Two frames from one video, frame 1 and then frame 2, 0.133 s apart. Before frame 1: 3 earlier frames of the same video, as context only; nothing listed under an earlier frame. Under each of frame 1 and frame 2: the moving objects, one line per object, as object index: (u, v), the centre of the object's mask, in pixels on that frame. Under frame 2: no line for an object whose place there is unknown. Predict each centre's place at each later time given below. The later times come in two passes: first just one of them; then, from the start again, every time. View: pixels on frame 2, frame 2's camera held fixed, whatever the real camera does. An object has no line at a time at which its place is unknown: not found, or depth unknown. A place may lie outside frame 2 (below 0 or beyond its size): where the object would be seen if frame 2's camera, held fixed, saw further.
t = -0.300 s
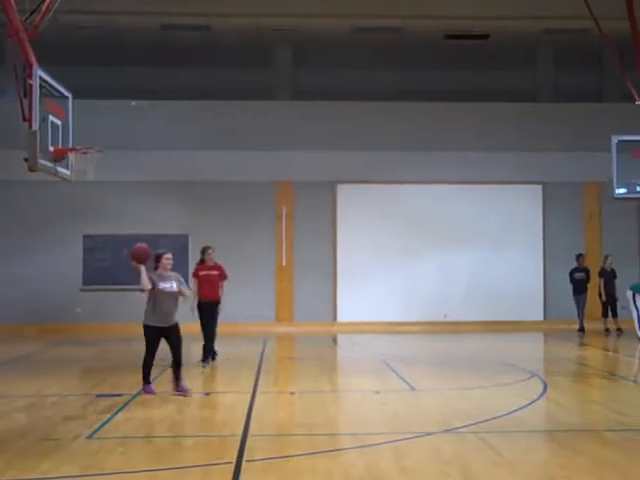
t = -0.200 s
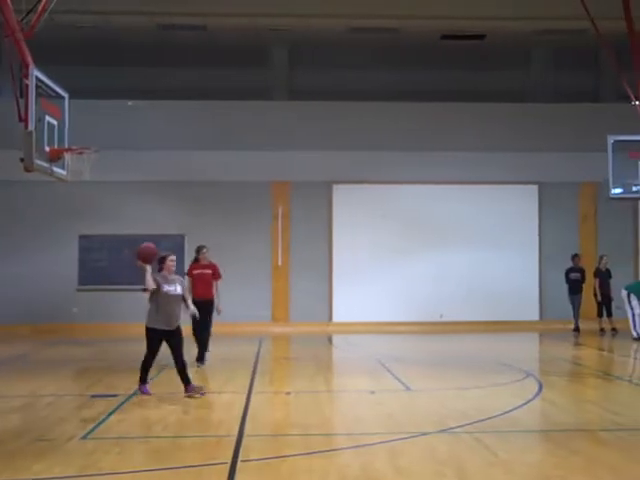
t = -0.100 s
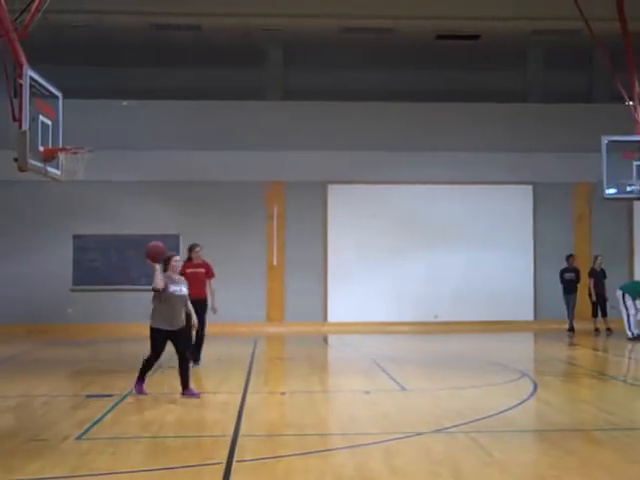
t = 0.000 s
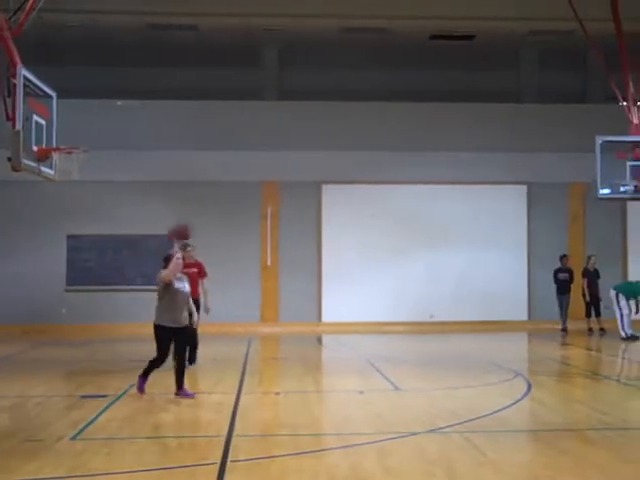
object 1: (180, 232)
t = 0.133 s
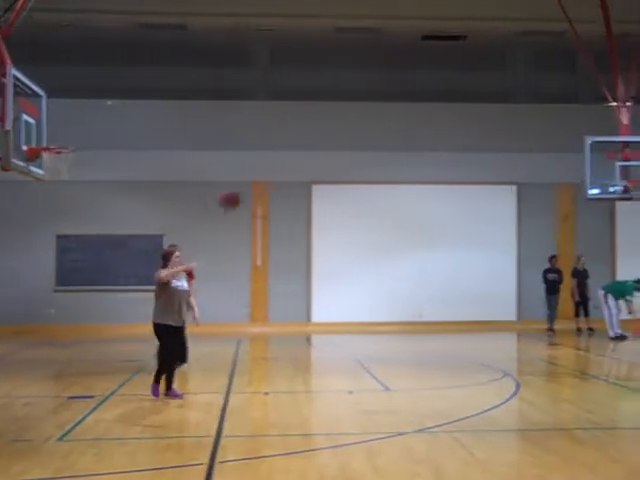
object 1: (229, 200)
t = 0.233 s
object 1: (278, 183)
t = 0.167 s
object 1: (244, 194)
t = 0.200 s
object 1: (262, 187)
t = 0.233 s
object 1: (278, 183)
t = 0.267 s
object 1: (293, 179)
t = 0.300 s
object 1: (309, 177)
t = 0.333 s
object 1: (326, 175)
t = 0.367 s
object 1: (342, 175)
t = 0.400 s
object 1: (358, 176)
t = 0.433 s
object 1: (373, 177)
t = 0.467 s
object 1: (390, 180)
